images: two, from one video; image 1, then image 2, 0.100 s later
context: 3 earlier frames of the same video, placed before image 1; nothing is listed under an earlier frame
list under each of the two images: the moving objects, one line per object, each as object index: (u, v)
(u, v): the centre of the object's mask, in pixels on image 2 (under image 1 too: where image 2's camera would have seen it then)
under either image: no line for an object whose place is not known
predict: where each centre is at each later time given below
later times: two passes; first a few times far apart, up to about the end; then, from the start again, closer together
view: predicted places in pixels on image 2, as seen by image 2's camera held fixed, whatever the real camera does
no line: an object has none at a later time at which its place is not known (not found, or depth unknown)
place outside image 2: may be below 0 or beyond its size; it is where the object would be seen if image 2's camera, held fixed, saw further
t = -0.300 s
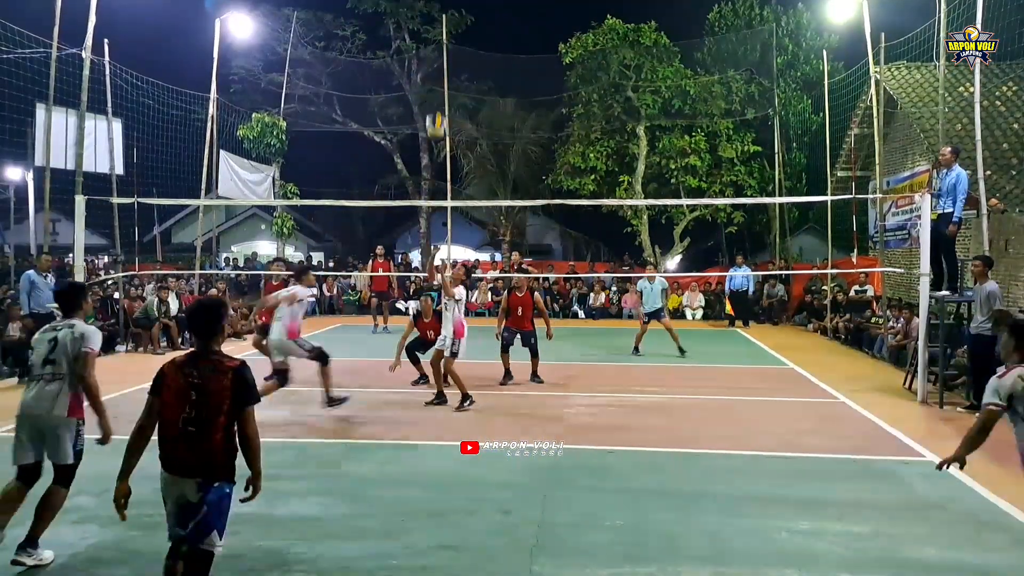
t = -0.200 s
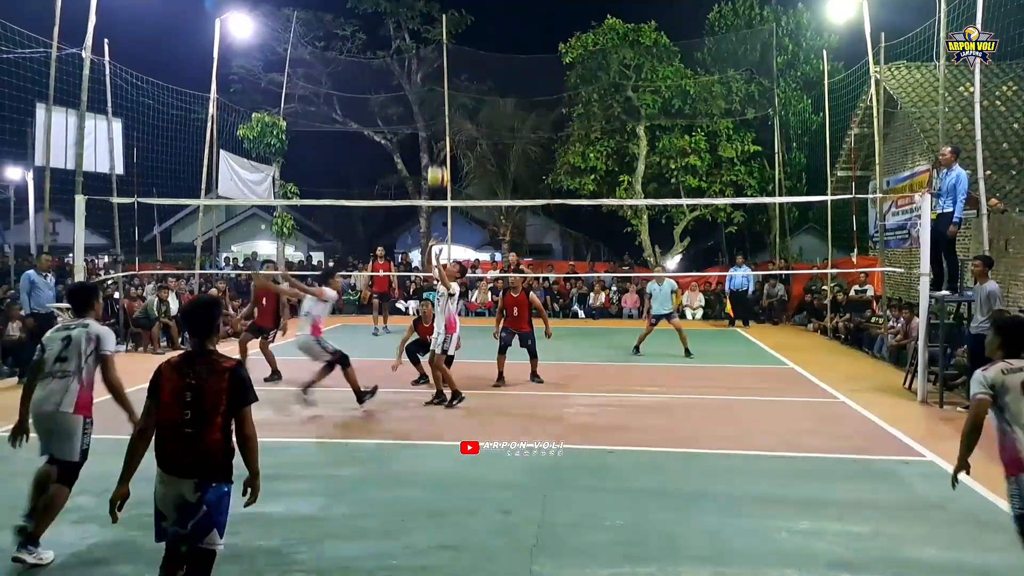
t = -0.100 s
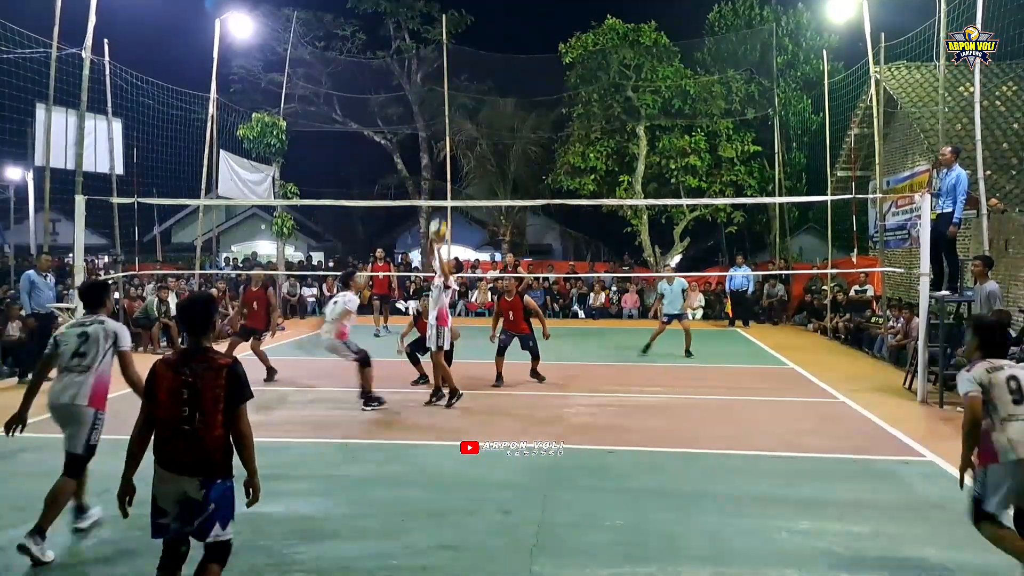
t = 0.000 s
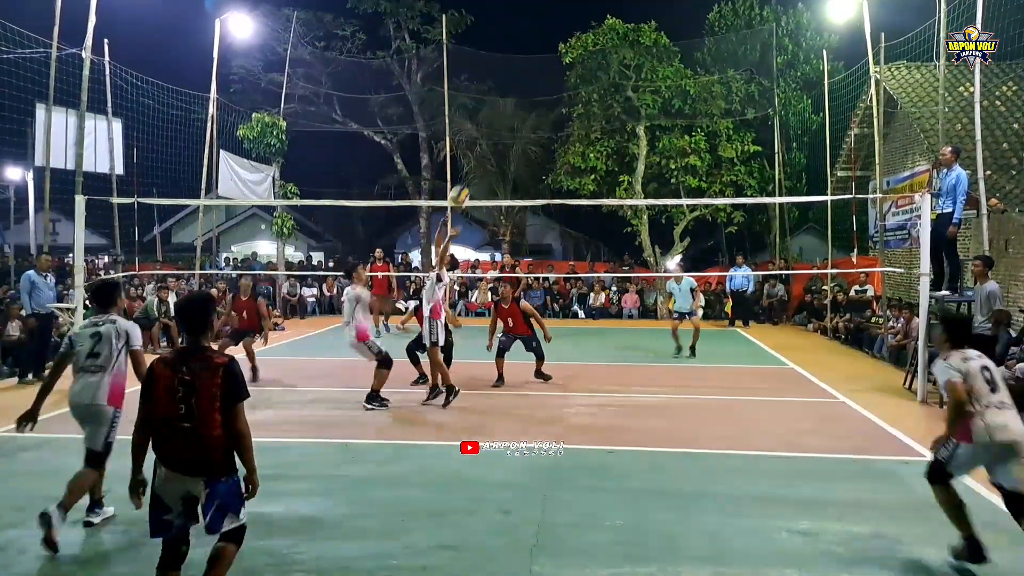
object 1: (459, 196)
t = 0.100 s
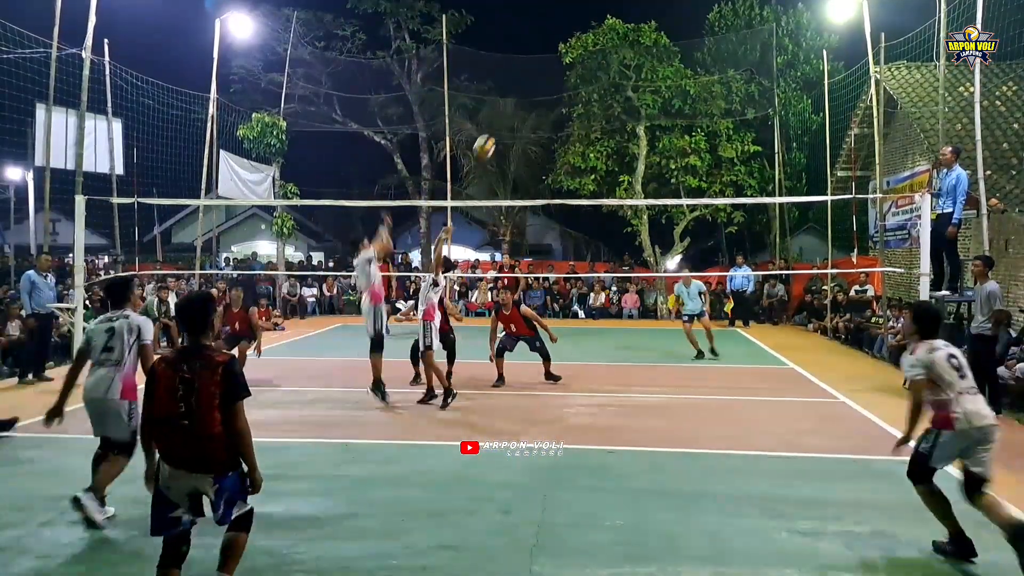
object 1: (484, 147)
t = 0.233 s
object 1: (518, 91)
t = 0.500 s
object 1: (585, 23)
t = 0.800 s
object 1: (664, 24)
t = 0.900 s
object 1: (690, 44)
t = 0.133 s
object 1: (492, 132)
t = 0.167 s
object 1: (501, 117)
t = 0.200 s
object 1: (510, 104)
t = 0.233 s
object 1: (518, 91)
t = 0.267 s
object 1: (526, 80)
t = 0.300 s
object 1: (535, 69)
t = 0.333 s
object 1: (543, 59)
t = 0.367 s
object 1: (552, 50)
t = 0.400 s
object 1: (560, 42)
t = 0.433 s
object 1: (569, 35)
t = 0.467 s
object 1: (577, 29)
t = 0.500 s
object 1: (585, 23)
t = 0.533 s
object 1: (594, 20)
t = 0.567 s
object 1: (603, 16)
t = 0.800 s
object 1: (664, 24)
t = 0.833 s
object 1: (672, 30)
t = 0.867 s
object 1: (681, 36)
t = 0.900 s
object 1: (690, 44)
